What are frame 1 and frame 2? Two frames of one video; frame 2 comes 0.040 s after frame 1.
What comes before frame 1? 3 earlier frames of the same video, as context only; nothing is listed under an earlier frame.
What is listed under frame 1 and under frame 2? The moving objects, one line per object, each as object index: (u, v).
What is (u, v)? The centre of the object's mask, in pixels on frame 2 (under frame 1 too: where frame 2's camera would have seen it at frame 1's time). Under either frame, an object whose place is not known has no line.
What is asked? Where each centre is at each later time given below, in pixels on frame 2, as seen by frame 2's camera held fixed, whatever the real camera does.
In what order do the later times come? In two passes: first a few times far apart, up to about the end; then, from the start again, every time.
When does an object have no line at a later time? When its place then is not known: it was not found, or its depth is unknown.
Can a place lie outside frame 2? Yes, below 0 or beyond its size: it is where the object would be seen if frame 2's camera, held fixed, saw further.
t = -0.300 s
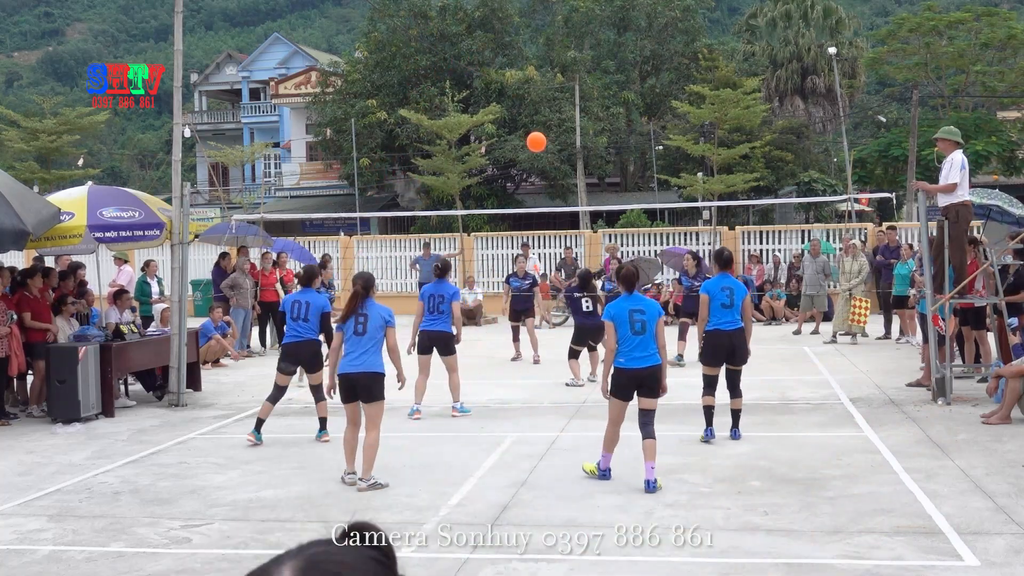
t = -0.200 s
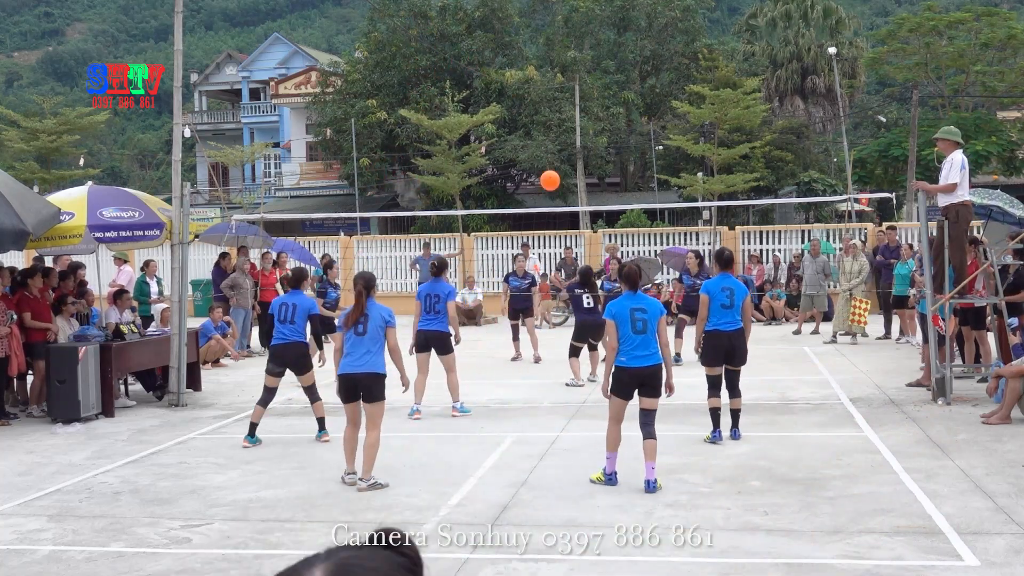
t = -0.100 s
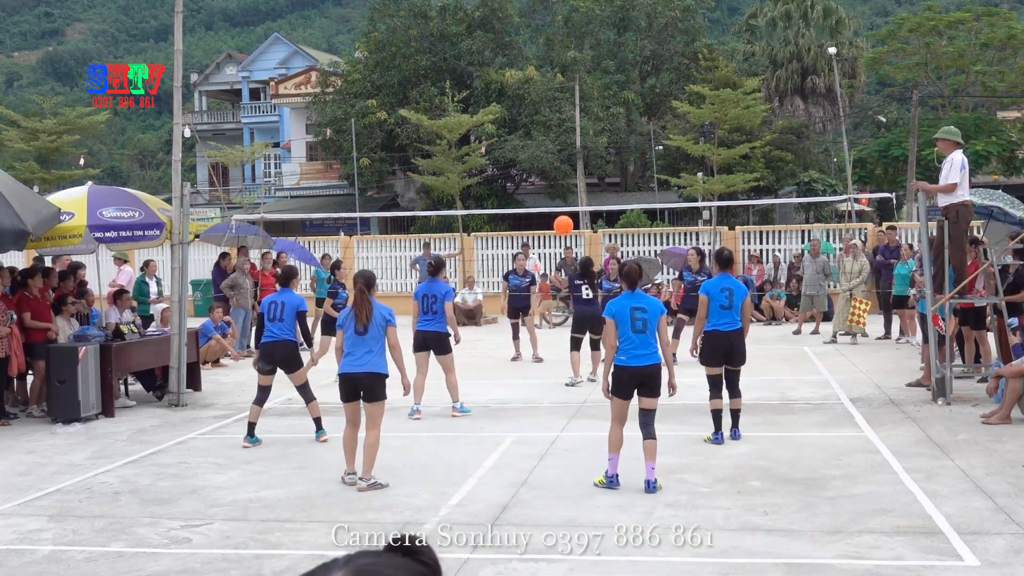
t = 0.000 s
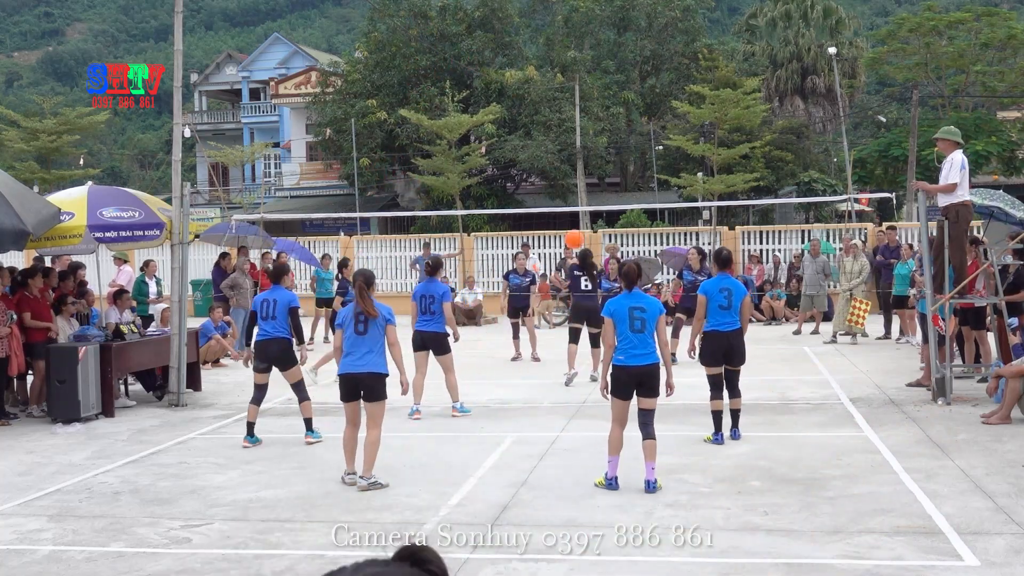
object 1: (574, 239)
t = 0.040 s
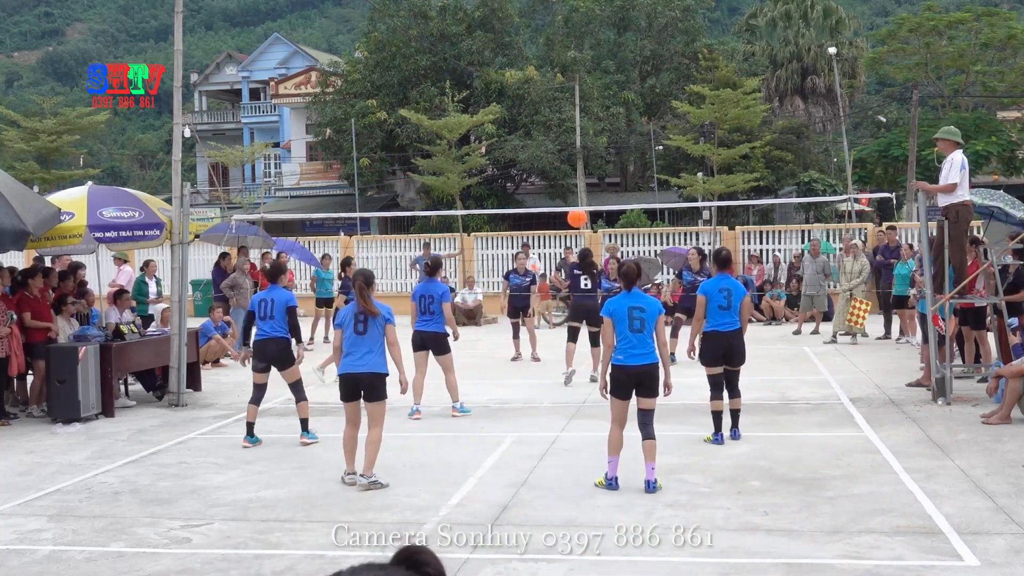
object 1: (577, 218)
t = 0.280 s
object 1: (592, 113)
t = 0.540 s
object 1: (604, 59)
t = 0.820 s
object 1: (616, 62)
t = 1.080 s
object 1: (627, 119)
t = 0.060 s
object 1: (578, 206)
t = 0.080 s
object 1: (580, 197)
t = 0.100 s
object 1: (581, 187)
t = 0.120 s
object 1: (582, 177)
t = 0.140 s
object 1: (584, 168)
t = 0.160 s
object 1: (585, 159)
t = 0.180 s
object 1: (586, 151)
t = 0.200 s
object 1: (588, 143)
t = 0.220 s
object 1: (589, 135)
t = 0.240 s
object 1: (590, 127)
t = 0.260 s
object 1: (591, 120)
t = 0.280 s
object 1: (592, 113)
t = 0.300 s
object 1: (593, 107)
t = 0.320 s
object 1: (595, 101)
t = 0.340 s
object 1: (595, 96)
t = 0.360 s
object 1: (597, 90)
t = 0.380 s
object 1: (598, 85)
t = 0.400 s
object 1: (598, 81)
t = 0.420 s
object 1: (599, 77)
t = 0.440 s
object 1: (600, 73)
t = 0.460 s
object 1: (601, 69)
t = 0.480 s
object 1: (602, 66)
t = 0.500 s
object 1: (603, 63)
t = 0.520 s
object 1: (604, 61)
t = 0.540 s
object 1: (604, 59)
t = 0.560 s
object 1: (605, 57)
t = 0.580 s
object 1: (606, 55)
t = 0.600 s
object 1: (607, 54)
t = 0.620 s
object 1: (608, 53)
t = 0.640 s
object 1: (608, 53)
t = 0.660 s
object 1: (609, 53)
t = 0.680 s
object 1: (610, 53)
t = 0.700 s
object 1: (611, 53)
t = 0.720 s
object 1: (612, 54)
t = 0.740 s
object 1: (613, 55)
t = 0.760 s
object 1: (613, 56)
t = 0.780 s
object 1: (614, 58)
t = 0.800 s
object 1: (615, 60)
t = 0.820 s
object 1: (616, 62)
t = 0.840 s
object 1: (617, 65)
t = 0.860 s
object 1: (618, 68)
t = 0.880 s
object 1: (619, 71)
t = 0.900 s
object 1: (619, 74)
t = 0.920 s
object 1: (620, 78)
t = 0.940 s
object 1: (621, 82)
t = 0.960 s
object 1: (622, 87)
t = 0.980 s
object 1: (623, 91)
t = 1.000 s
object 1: (624, 96)
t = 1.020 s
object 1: (625, 102)
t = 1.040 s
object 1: (625, 107)
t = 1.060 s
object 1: (626, 113)
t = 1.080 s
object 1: (627, 119)
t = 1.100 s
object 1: (628, 126)
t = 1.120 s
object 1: (629, 133)
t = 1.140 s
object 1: (629, 140)
